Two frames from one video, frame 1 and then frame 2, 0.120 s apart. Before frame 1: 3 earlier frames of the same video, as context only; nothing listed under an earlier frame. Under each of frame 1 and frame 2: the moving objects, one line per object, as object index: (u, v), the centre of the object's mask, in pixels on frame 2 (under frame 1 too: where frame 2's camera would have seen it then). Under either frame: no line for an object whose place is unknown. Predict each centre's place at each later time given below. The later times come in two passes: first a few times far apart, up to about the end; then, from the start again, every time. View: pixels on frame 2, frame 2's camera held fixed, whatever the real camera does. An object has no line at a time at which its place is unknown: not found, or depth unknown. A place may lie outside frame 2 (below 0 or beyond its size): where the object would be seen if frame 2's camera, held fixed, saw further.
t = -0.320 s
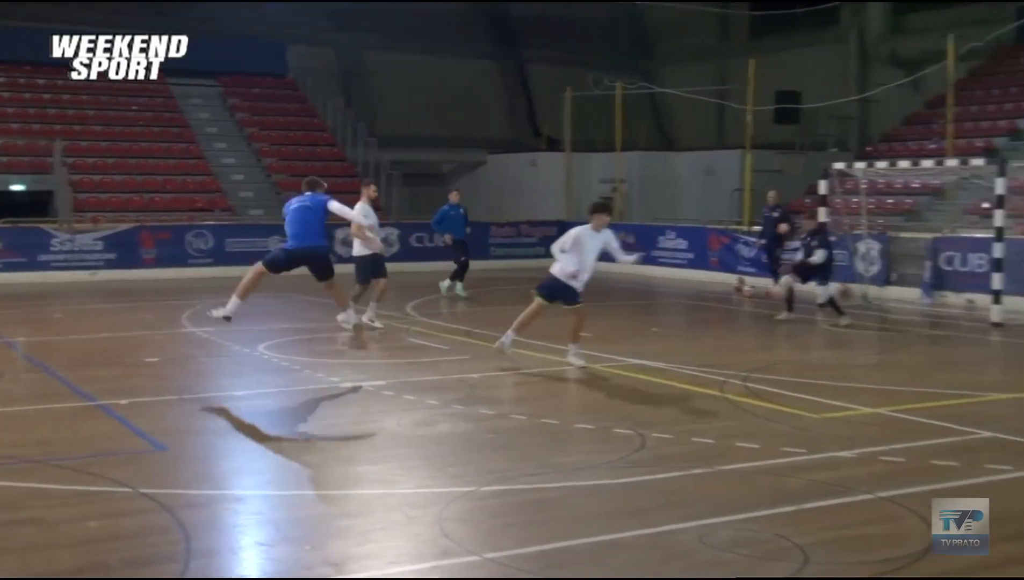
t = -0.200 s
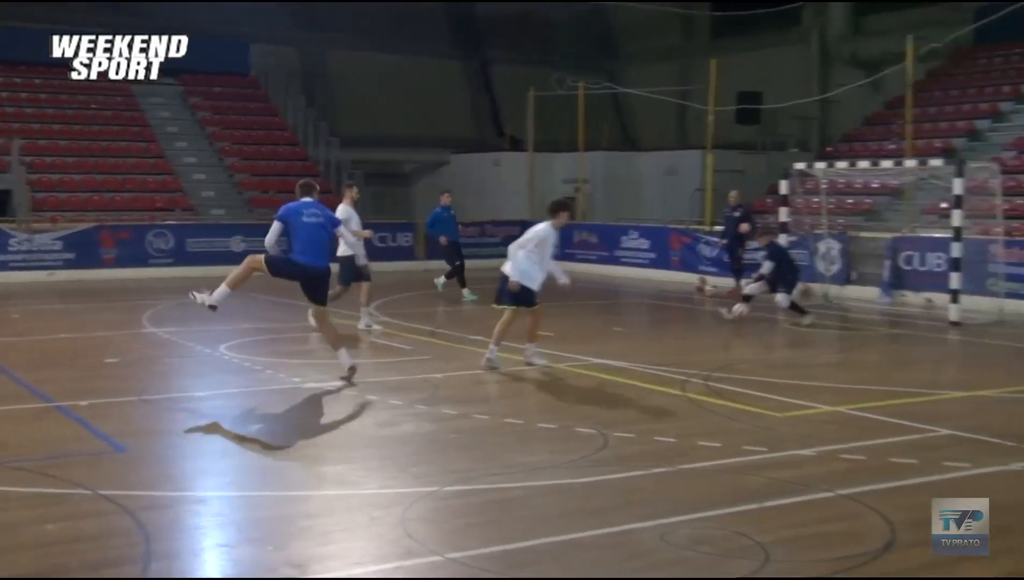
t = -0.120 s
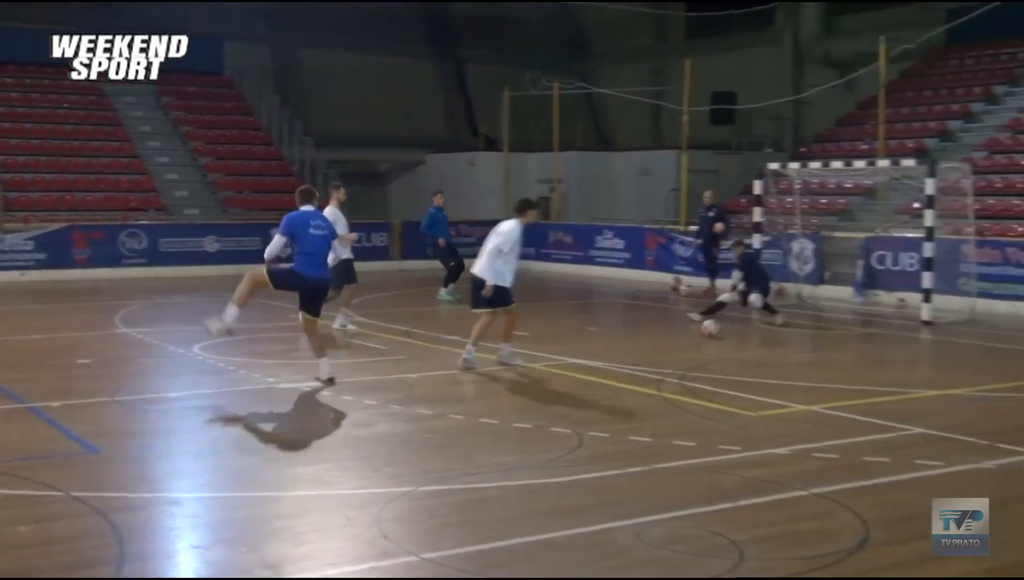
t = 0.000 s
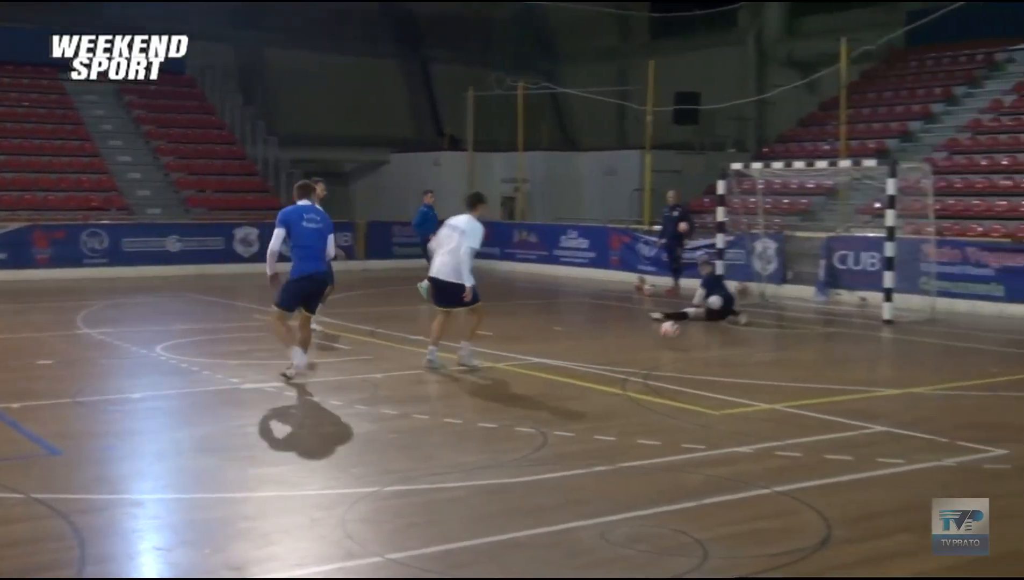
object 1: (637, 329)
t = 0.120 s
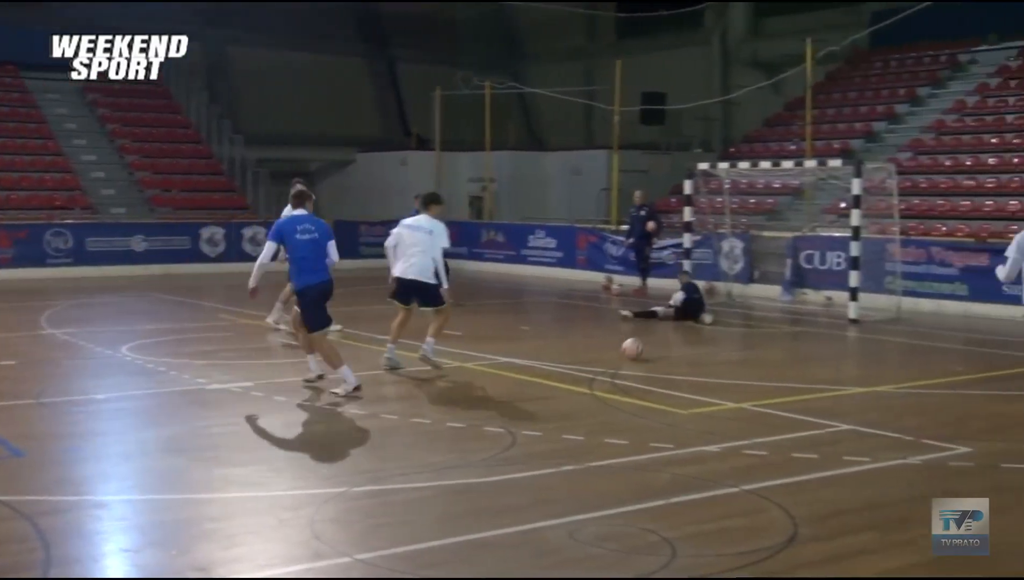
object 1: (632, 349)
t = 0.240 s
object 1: (624, 355)
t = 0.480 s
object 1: (613, 388)
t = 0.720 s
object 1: (596, 423)
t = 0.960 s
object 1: (573, 469)
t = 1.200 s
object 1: (541, 539)
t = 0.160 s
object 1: (630, 352)
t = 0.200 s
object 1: (628, 353)
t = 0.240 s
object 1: (624, 355)
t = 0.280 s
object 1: (624, 363)
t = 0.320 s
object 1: (623, 370)
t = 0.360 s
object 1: (620, 372)
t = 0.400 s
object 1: (618, 375)
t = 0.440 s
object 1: (616, 380)
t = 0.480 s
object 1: (613, 388)
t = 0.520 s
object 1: (610, 393)
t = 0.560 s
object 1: (609, 397)
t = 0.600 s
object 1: (605, 404)
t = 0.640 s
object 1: (602, 410)
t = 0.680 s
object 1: (597, 416)
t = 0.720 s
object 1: (596, 423)
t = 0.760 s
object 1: (592, 429)
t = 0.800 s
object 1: (590, 437)
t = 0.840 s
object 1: (586, 444)
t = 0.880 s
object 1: (582, 453)
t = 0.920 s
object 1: (578, 460)
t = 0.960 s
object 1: (573, 469)
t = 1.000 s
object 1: (568, 479)
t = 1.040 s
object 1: (564, 488)
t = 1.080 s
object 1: (558, 501)
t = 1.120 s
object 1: (553, 512)
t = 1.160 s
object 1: (546, 525)
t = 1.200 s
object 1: (541, 539)
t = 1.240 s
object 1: (534, 553)
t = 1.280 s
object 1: (526, 563)
